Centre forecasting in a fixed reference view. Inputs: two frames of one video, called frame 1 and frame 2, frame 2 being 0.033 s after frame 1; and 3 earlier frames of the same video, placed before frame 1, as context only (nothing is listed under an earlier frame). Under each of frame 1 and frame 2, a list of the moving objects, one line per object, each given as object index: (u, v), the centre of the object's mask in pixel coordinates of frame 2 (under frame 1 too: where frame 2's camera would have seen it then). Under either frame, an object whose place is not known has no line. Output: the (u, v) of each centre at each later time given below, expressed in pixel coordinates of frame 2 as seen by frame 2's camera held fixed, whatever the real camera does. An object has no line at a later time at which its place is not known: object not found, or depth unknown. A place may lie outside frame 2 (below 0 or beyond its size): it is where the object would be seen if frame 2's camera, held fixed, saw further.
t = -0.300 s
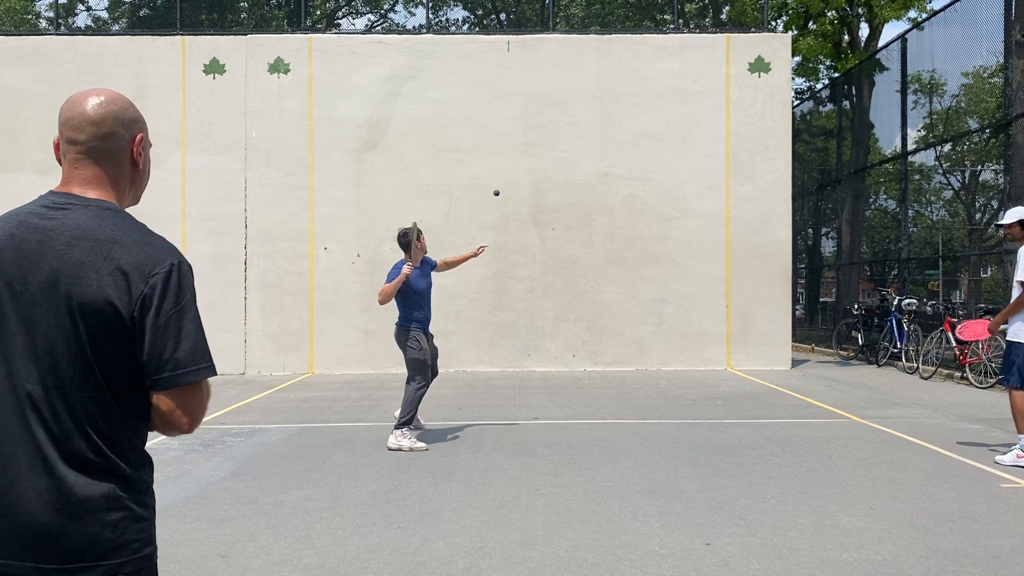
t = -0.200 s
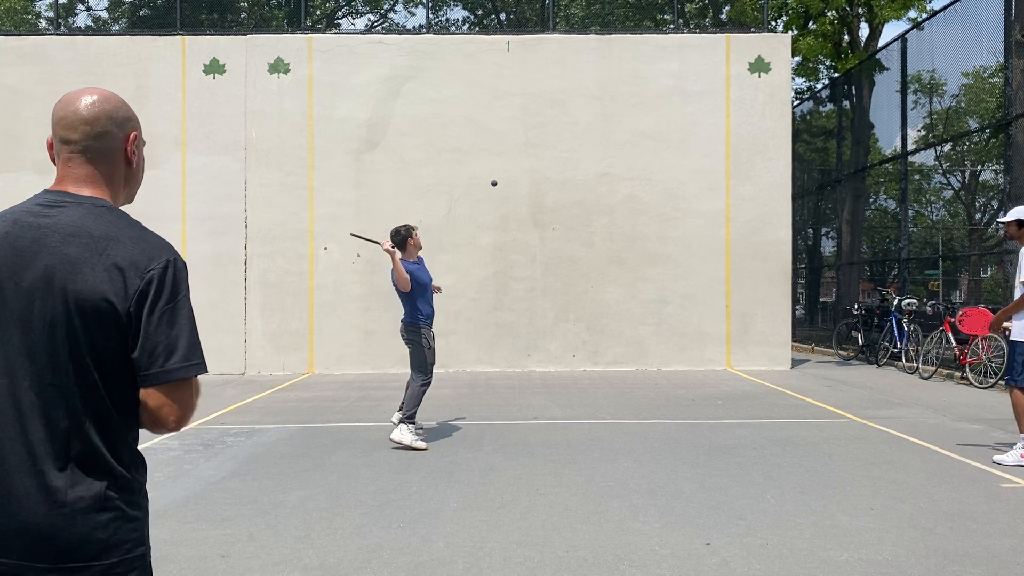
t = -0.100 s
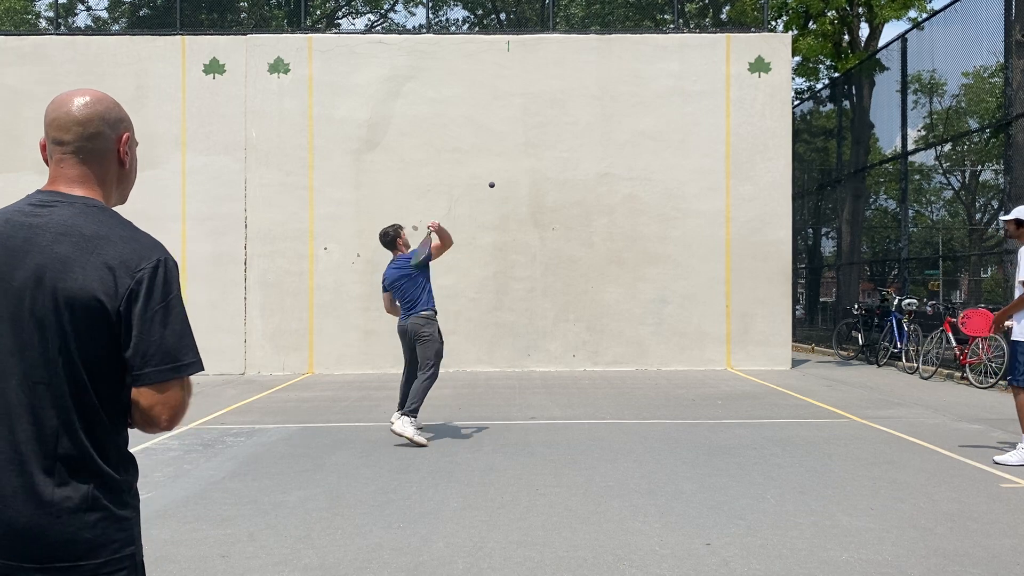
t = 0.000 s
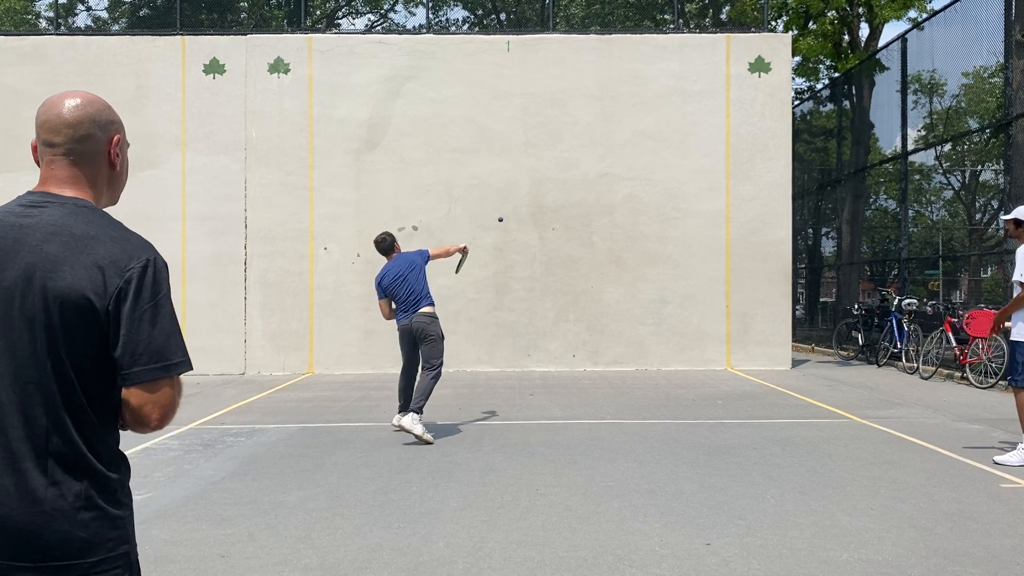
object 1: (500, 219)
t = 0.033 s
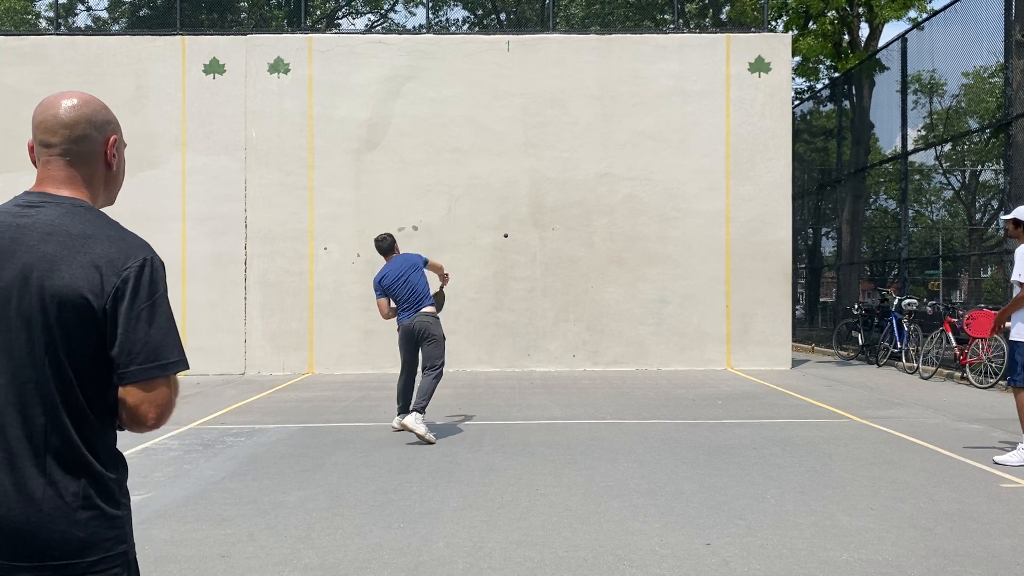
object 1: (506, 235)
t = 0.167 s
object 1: (517, 269)
